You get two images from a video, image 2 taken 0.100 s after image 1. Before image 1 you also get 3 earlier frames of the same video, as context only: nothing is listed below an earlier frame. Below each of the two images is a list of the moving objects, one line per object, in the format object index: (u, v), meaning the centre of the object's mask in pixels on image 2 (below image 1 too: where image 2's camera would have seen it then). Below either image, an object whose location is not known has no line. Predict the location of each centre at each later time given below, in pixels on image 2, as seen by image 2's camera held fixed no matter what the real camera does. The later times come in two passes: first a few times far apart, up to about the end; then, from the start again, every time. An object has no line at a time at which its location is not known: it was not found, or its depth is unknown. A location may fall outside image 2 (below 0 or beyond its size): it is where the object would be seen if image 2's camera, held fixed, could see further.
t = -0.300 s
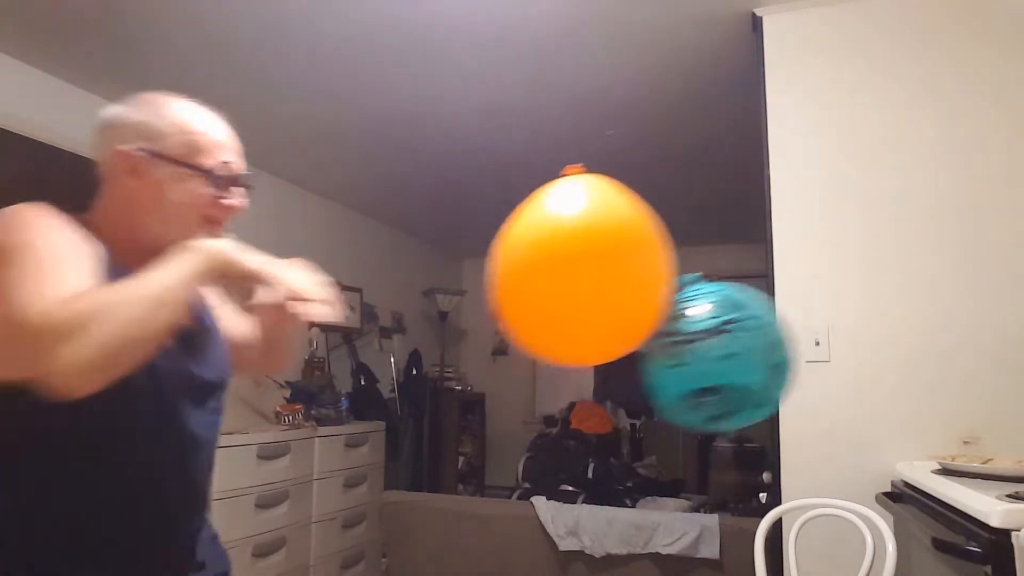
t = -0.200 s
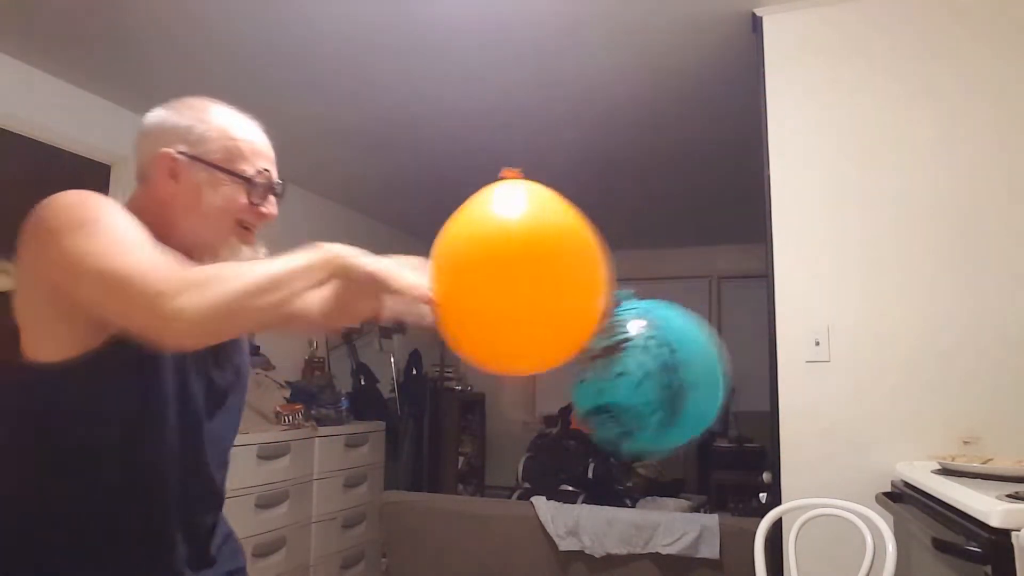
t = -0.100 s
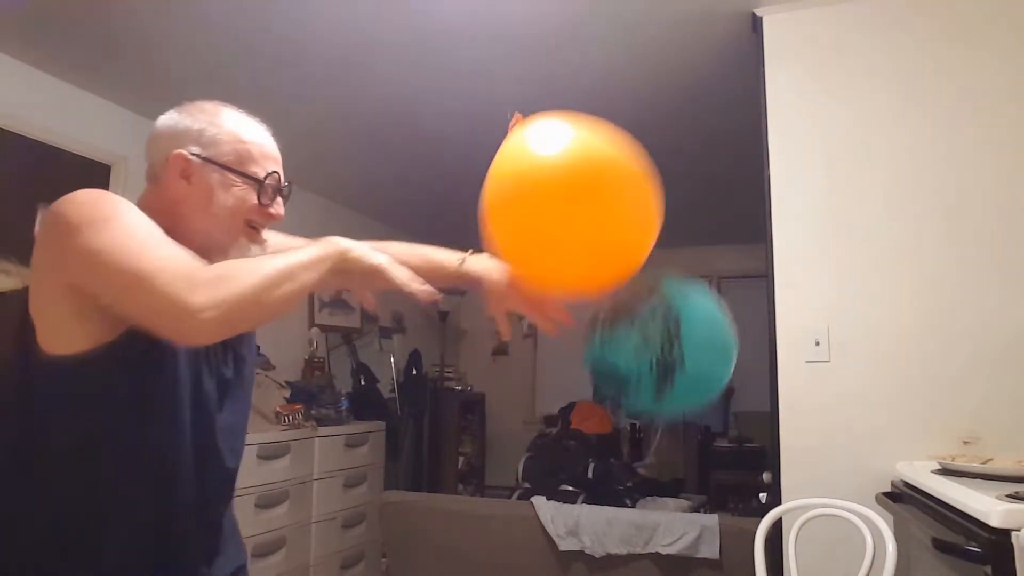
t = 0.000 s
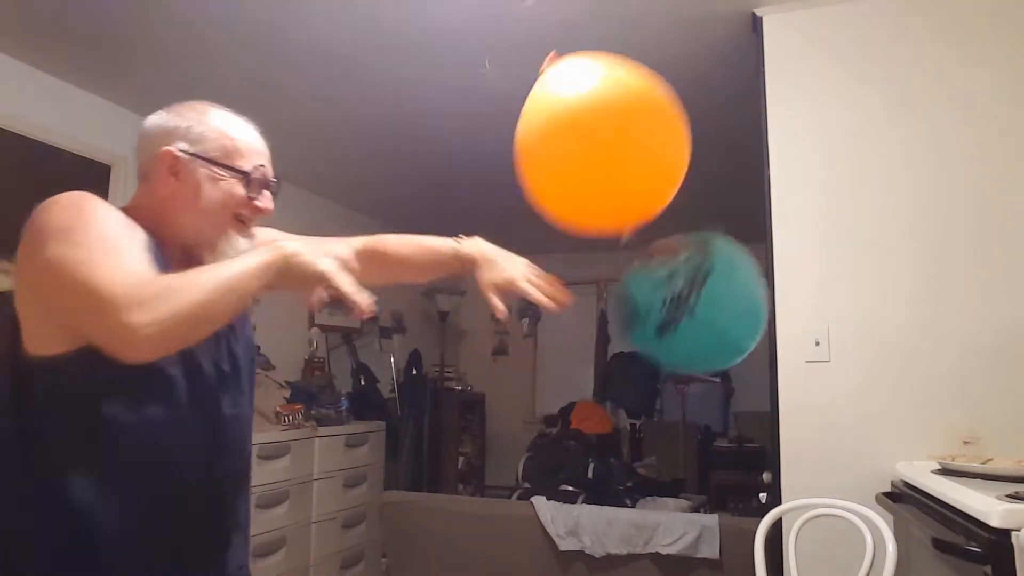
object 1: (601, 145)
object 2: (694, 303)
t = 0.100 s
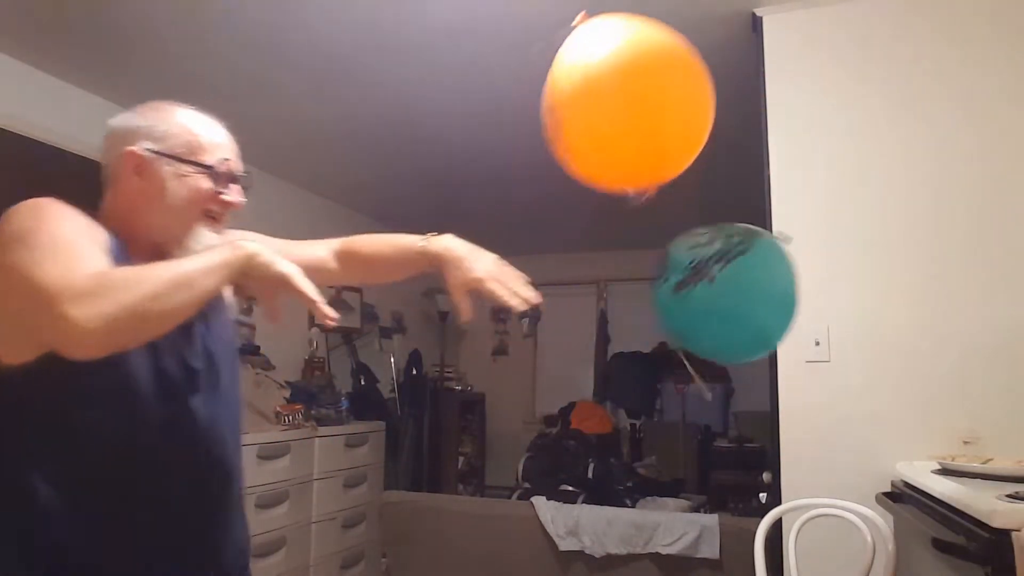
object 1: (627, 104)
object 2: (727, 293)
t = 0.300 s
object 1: (670, 84)
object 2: (767, 311)
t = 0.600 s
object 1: (654, 153)
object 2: (797, 323)
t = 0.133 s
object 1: (635, 95)
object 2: (736, 292)
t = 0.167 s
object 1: (642, 89)
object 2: (742, 292)
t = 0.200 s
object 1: (650, 86)
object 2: (749, 293)
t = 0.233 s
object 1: (658, 84)
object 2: (756, 299)
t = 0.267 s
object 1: (664, 83)
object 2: (762, 307)
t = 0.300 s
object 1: (670, 84)
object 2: (767, 311)
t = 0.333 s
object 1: (671, 85)
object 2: (769, 309)
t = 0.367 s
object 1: (670, 87)
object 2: (772, 307)
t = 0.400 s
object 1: (669, 91)
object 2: (776, 306)
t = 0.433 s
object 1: (668, 97)
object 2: (781, 307)
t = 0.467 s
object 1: (666, 106)
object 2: (786, 310)
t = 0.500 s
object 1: (663, 116)
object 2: (790, 315)
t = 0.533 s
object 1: (661, 127)
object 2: (794, 319)
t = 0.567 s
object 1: (657, 138)
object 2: (797, 322)
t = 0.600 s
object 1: (654, 153)
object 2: (797, 323)
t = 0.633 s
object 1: (652, 171)
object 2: (795, 321)
